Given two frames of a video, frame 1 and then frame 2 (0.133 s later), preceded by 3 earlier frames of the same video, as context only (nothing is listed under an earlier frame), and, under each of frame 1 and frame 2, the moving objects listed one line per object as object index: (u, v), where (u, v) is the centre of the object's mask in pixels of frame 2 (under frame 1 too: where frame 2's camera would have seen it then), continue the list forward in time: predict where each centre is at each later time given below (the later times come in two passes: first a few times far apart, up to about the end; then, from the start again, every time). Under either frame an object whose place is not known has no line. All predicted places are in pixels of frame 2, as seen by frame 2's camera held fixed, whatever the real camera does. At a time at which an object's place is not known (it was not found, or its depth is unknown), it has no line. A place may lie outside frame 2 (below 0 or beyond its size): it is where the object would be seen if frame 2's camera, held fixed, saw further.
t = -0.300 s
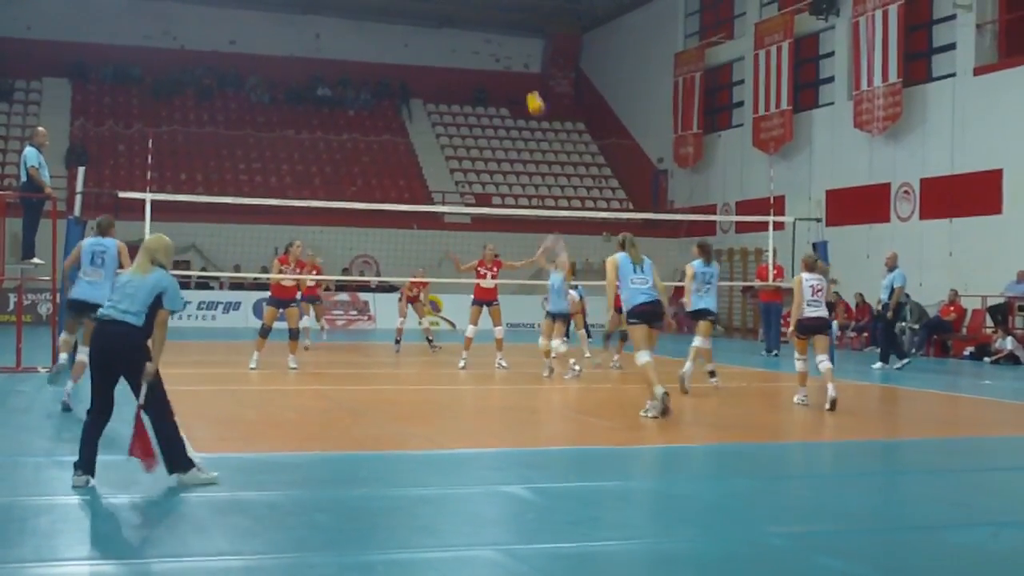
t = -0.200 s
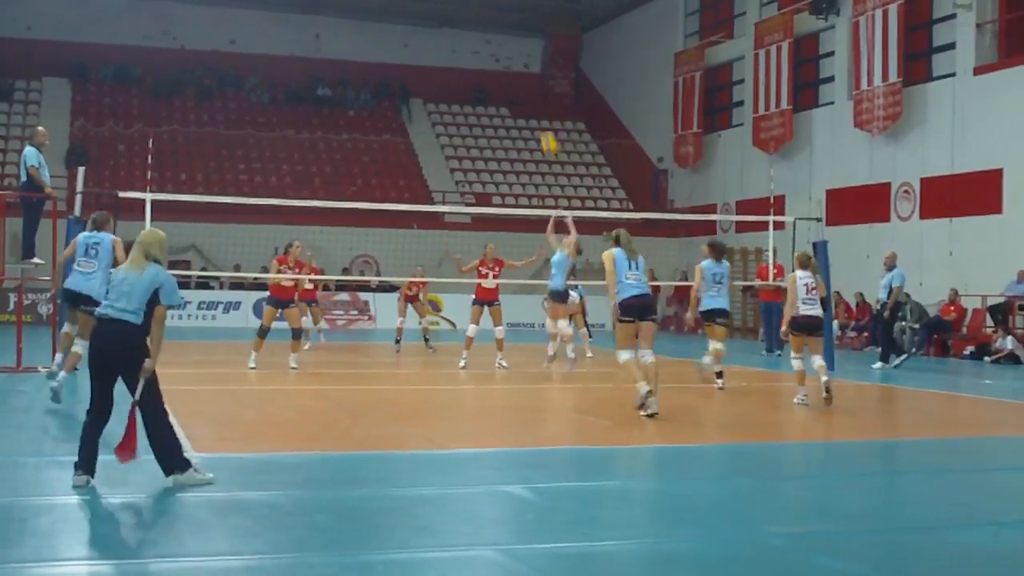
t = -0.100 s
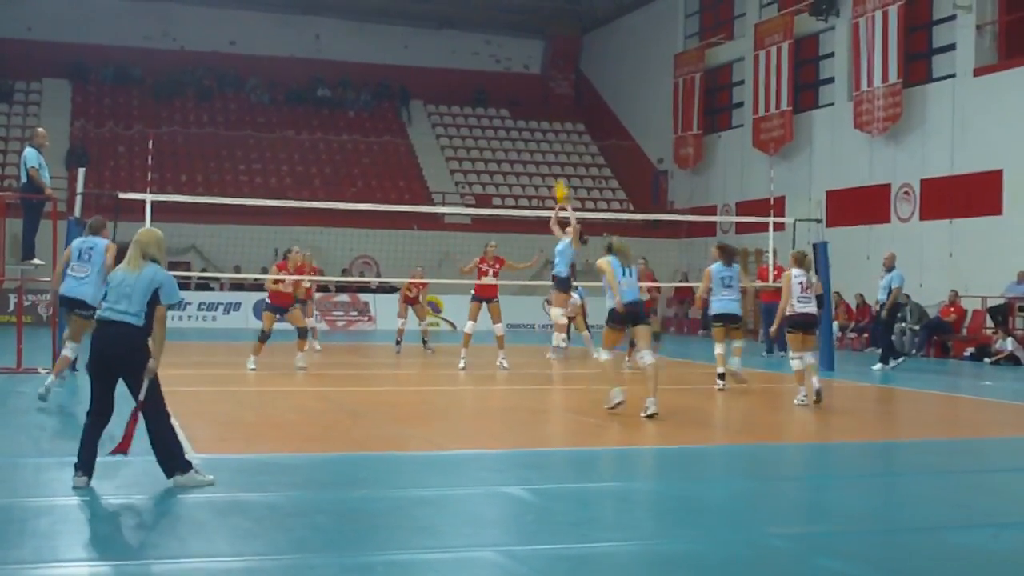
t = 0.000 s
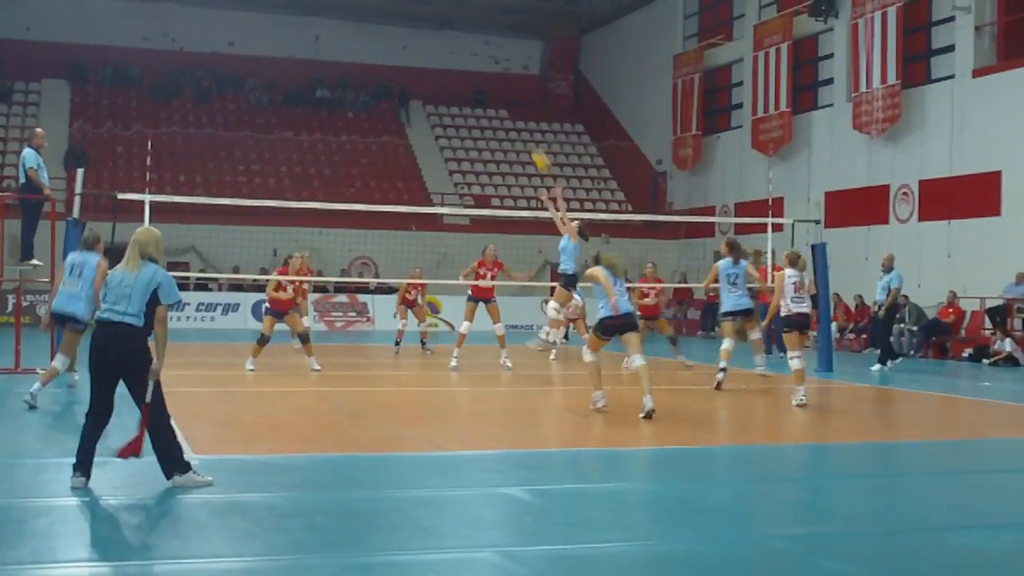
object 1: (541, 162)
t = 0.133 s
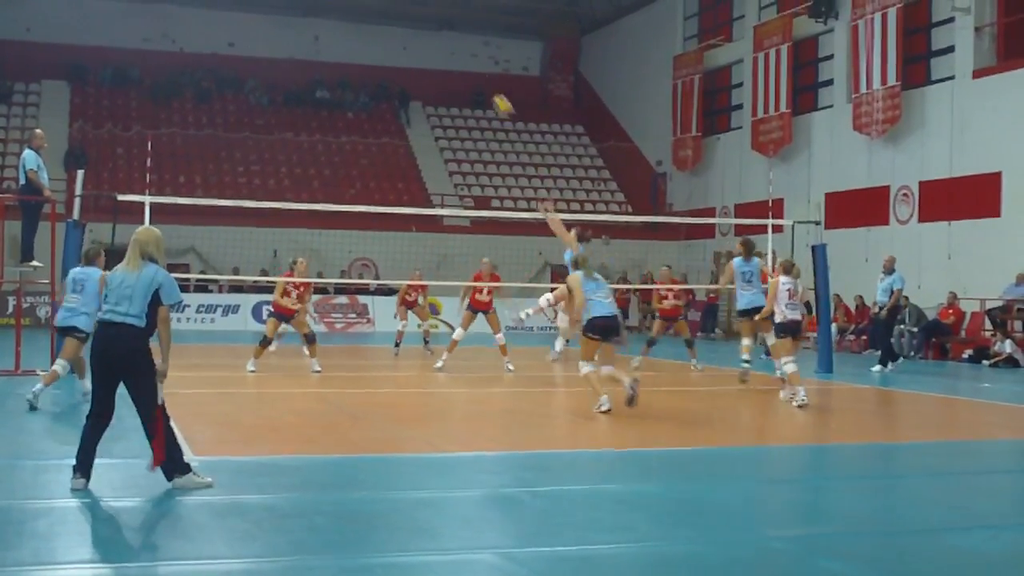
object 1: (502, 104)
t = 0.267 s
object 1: (465, 62)
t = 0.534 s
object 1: (392, 19)
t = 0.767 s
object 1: (327, 27)
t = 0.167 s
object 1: (493, 94)
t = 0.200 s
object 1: (483, 83)
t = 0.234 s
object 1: (474, 73)
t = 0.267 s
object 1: (465, 62)
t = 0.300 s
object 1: (456, 53)
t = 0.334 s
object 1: (446, 45)
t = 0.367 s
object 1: (437, 38)
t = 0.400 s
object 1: (428, 32)
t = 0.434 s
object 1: (419, 28)
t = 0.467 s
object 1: (410, 25)
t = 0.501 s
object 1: (400, 22)
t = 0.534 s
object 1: (392, 19)
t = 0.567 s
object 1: (382, 18)
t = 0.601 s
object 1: (373, 17)
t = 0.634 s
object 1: (365, 17)
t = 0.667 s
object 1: (355, 19)
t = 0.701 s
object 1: (346, 21)
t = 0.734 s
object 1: (336, 23)
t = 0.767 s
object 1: (327, 27)
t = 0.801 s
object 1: (317, 31)
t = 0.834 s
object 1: (308, 36)
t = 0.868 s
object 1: (300, 42)
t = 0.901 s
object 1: (290, 50)
